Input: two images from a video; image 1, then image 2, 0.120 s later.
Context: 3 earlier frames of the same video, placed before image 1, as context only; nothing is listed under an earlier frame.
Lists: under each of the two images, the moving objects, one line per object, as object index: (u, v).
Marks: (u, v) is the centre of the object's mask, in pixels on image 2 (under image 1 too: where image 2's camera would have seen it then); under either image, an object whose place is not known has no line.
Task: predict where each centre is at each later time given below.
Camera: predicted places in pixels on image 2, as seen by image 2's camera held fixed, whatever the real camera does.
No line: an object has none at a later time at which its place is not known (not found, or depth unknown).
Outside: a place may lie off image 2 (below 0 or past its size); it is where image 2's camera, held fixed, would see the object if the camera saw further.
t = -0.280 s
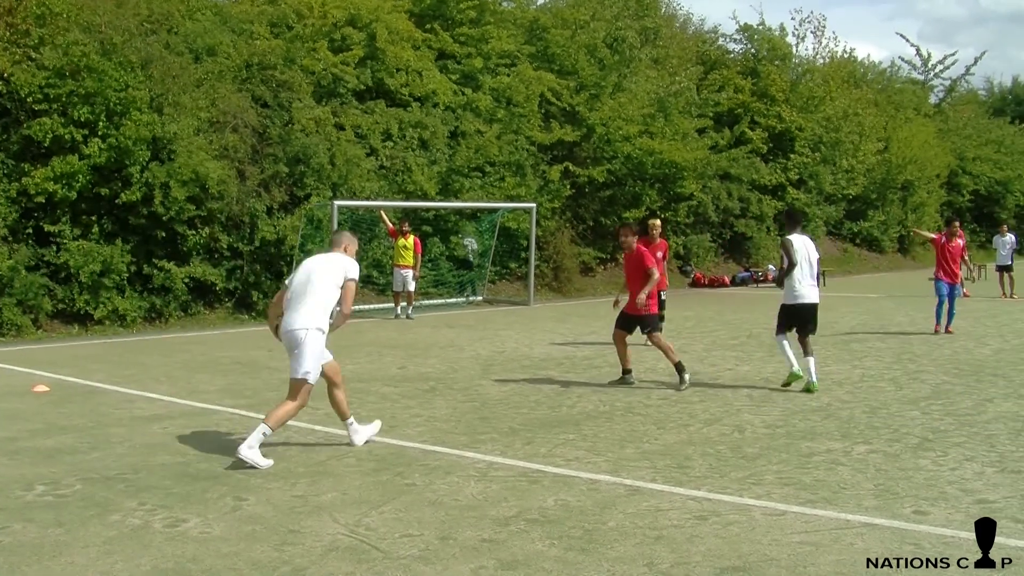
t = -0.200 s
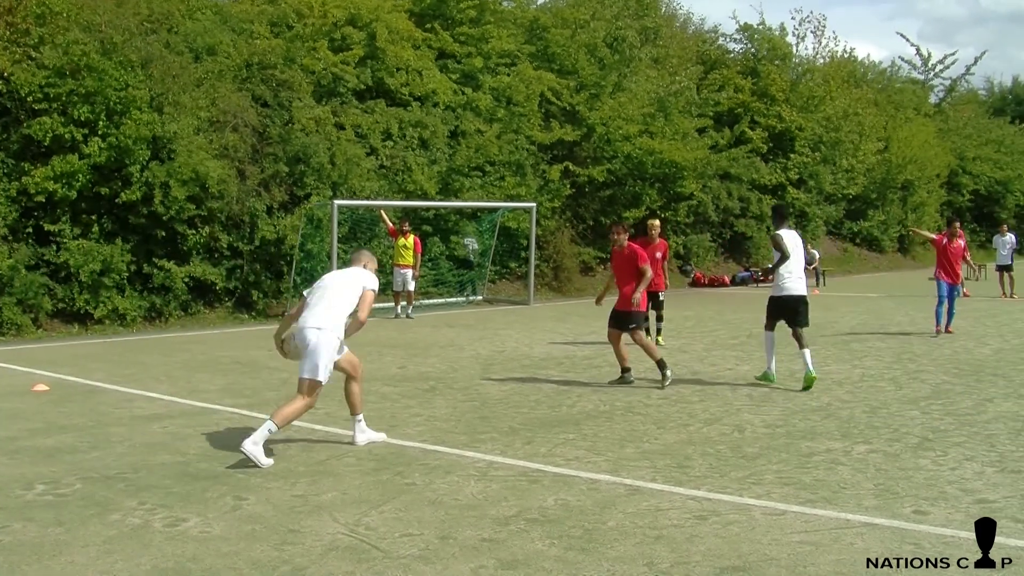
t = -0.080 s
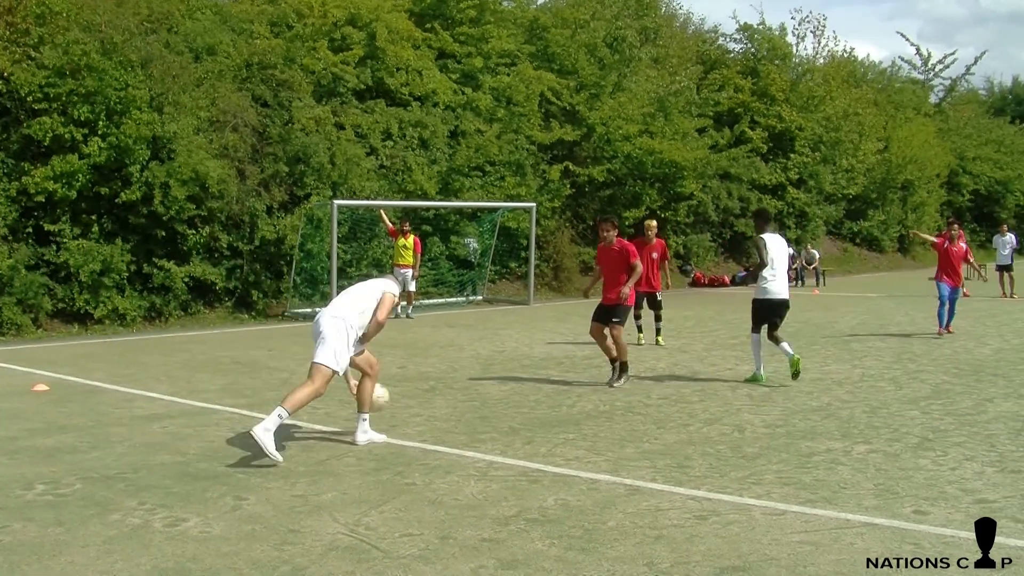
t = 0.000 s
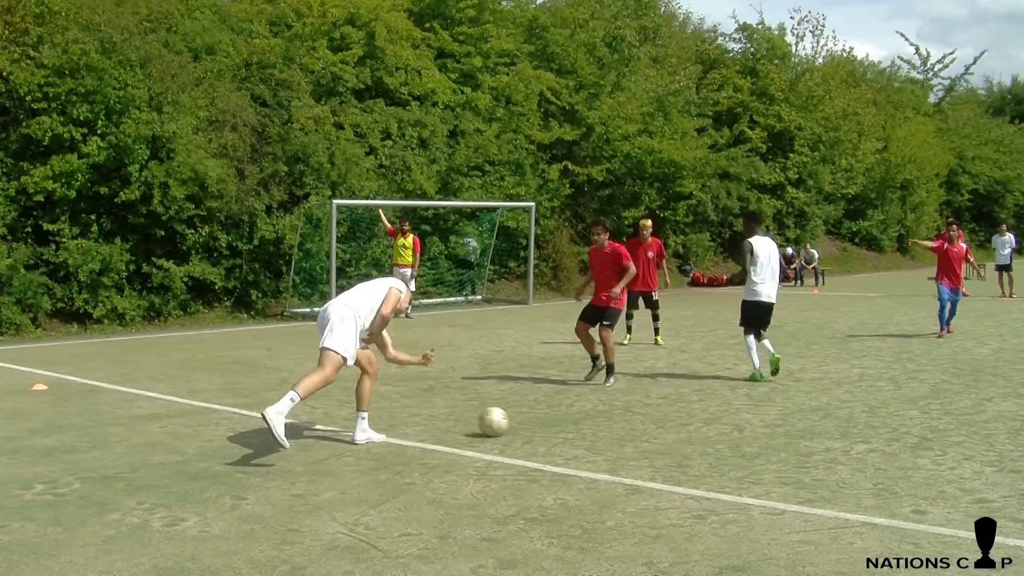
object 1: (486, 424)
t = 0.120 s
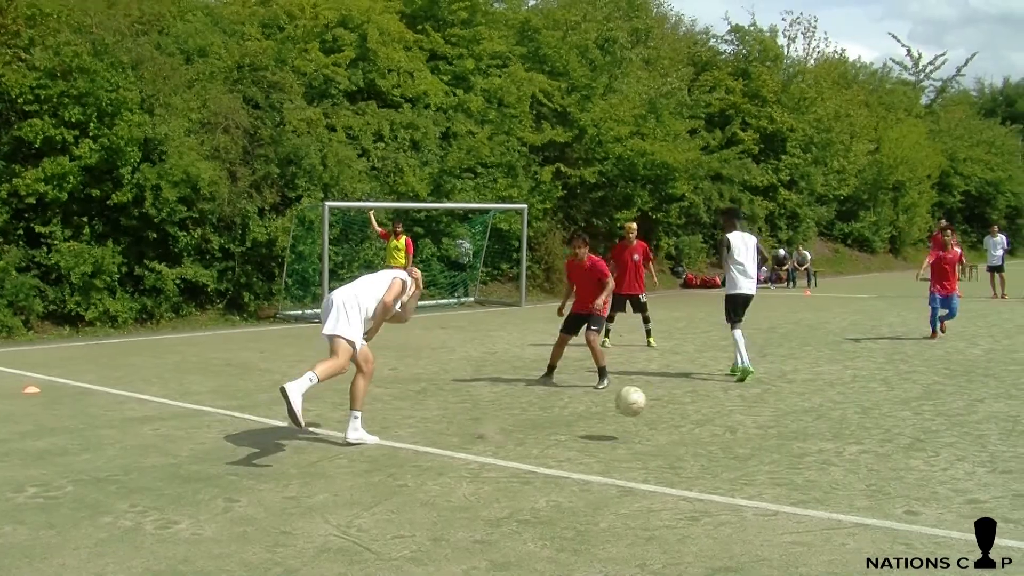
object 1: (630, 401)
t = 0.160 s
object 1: (678, 398)
